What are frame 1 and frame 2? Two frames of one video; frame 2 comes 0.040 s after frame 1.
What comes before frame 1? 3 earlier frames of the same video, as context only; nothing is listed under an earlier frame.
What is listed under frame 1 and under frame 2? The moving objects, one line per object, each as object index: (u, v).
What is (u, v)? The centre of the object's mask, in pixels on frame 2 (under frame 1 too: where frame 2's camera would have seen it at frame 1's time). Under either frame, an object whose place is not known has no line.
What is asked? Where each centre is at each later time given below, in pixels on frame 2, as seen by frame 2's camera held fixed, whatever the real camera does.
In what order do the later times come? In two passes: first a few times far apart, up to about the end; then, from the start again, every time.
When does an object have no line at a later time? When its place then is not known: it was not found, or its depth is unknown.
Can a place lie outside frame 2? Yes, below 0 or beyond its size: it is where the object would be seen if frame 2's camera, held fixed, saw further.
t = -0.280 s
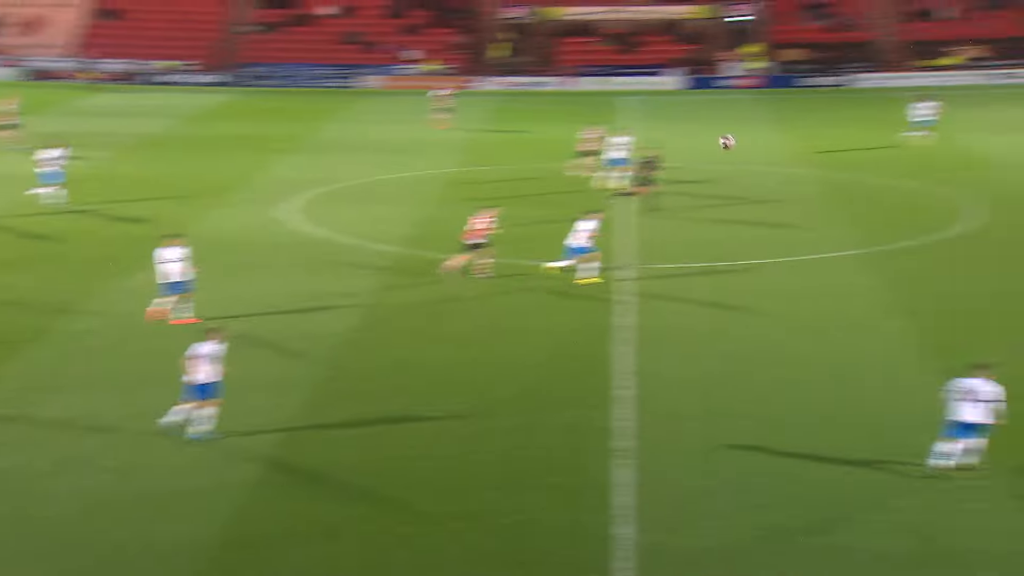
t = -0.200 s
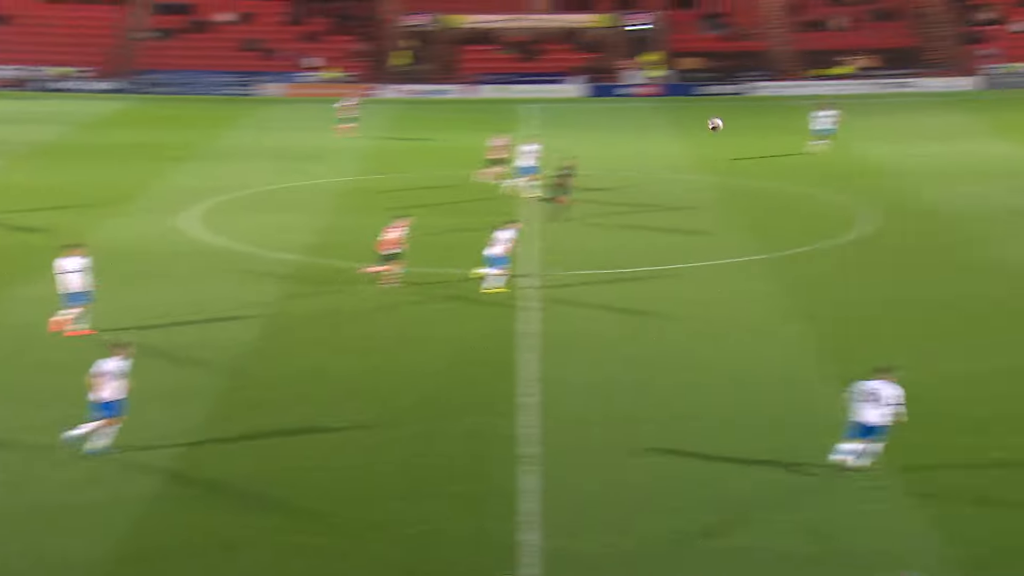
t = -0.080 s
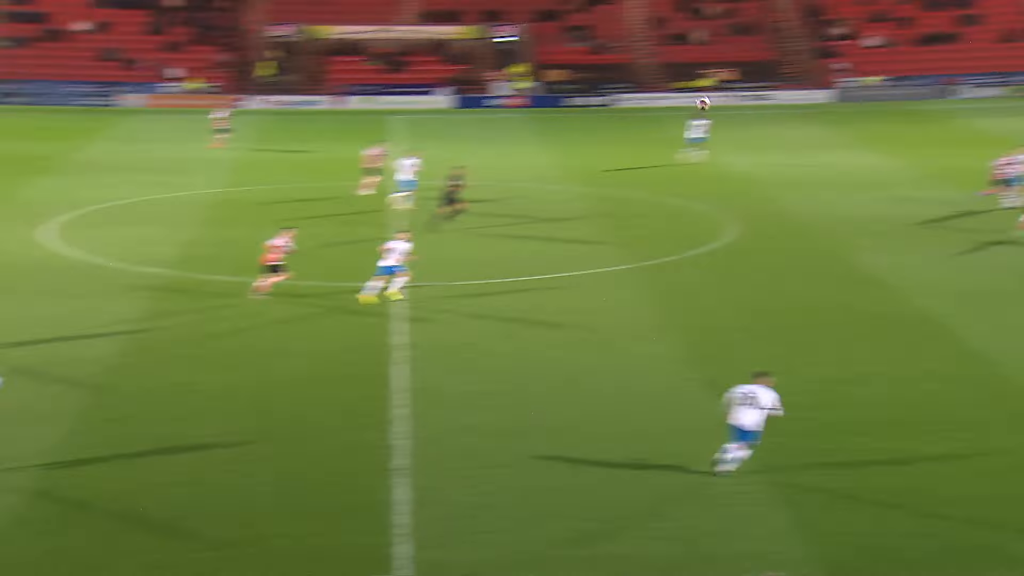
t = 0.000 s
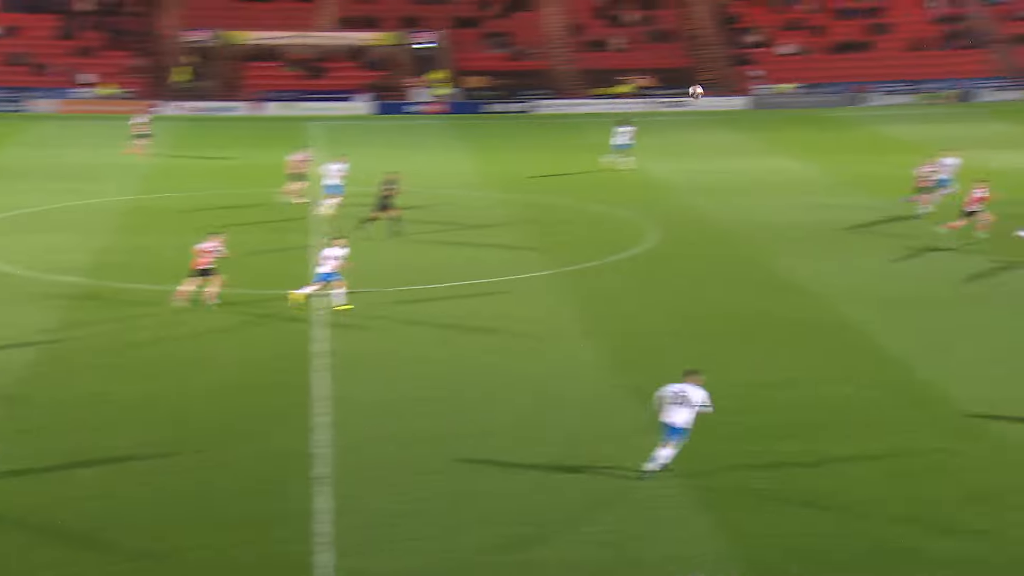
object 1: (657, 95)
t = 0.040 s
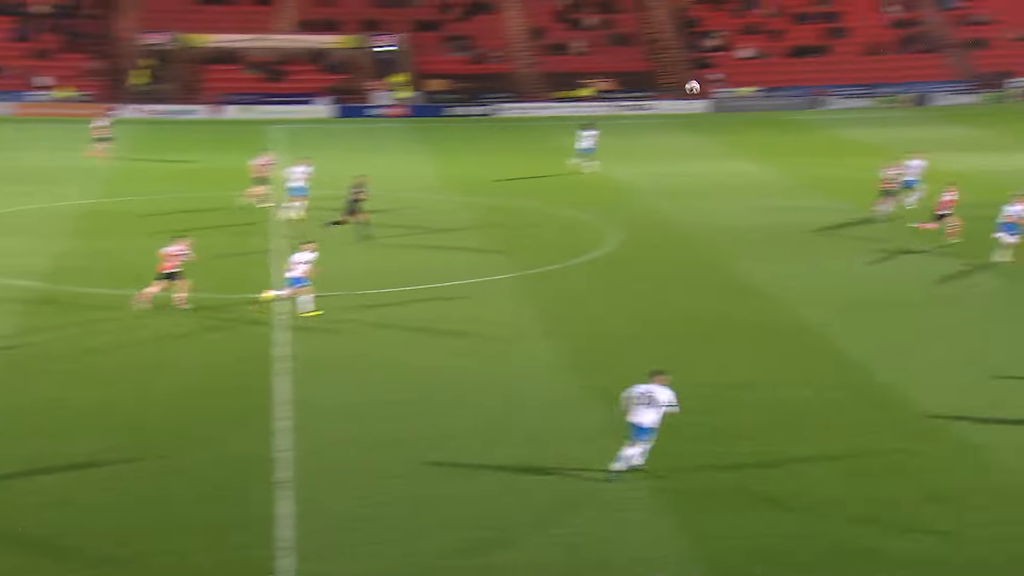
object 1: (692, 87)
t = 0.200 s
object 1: (829, 62)
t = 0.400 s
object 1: (989, 44)
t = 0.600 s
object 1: (1143, 44)
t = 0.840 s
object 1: (1324, 69)
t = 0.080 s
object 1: (727, 80)
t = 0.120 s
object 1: (761, 73)
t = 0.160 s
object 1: (795, 67)
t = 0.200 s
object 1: (829, 62)
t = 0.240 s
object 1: (862, 57)
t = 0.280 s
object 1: (894, 53)
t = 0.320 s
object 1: (927, 49)
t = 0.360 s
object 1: (958, 46)
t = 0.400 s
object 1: (989, 44)
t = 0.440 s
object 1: (1020, 43)
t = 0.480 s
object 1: (1051, 42)
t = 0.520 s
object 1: (1082, 42)
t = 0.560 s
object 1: (1112, 43)
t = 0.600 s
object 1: (1143, 44)
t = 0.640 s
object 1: (1174, 46)
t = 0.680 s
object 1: (1203, 50)
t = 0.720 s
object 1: (1233, 54)
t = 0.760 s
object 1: (1263, 58)
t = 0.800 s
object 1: (1293, 63)
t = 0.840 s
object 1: (1324, 69)
